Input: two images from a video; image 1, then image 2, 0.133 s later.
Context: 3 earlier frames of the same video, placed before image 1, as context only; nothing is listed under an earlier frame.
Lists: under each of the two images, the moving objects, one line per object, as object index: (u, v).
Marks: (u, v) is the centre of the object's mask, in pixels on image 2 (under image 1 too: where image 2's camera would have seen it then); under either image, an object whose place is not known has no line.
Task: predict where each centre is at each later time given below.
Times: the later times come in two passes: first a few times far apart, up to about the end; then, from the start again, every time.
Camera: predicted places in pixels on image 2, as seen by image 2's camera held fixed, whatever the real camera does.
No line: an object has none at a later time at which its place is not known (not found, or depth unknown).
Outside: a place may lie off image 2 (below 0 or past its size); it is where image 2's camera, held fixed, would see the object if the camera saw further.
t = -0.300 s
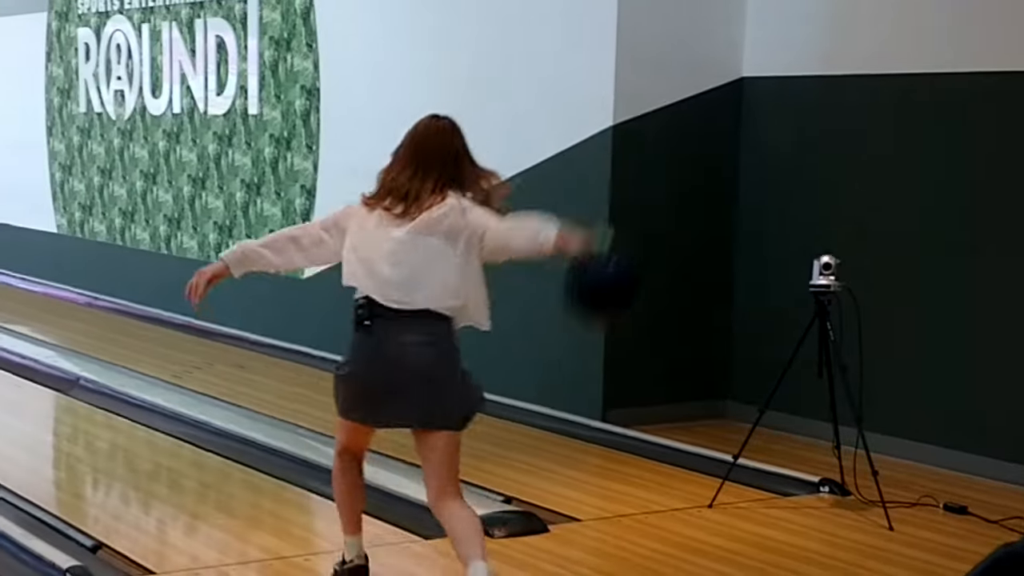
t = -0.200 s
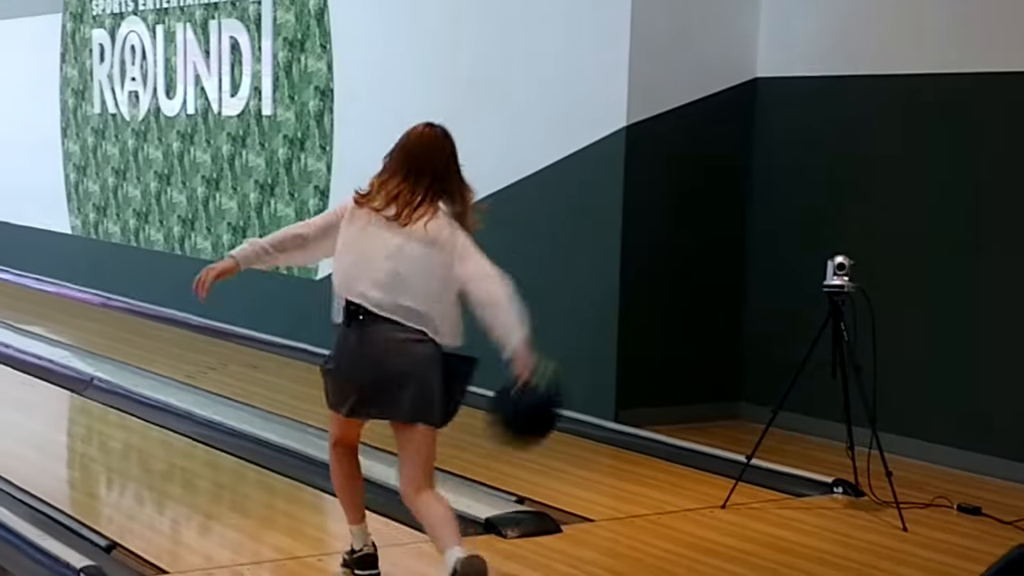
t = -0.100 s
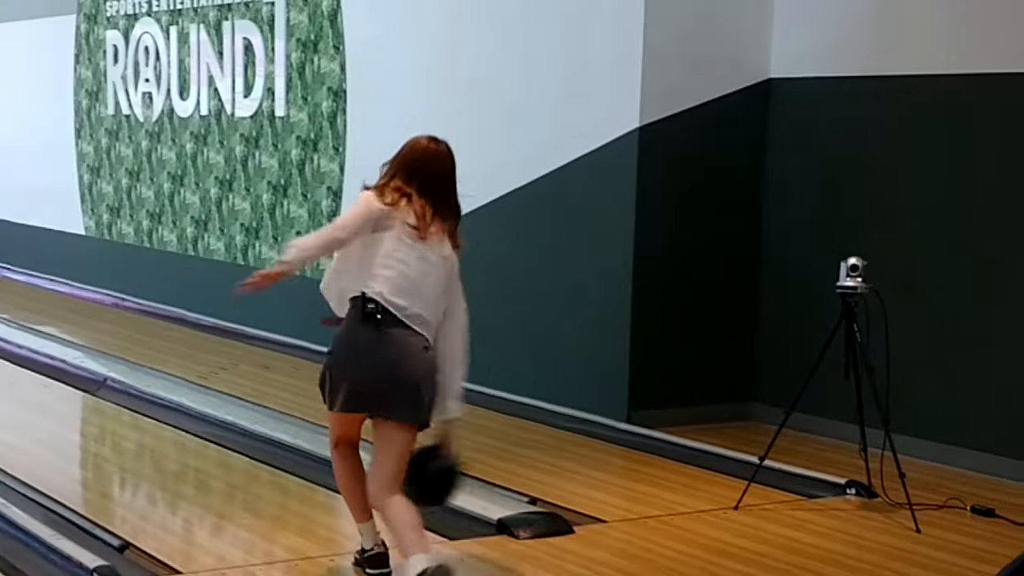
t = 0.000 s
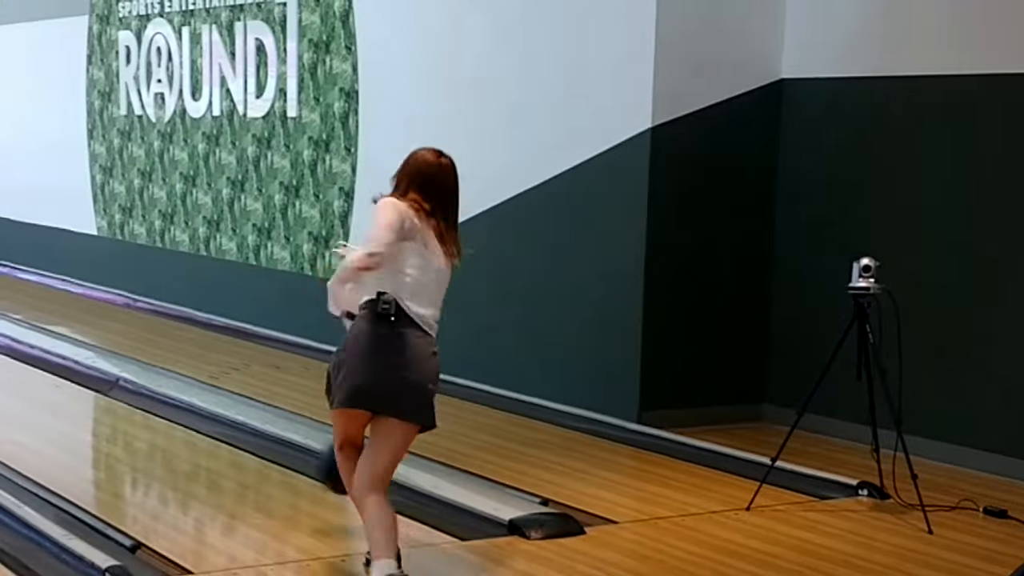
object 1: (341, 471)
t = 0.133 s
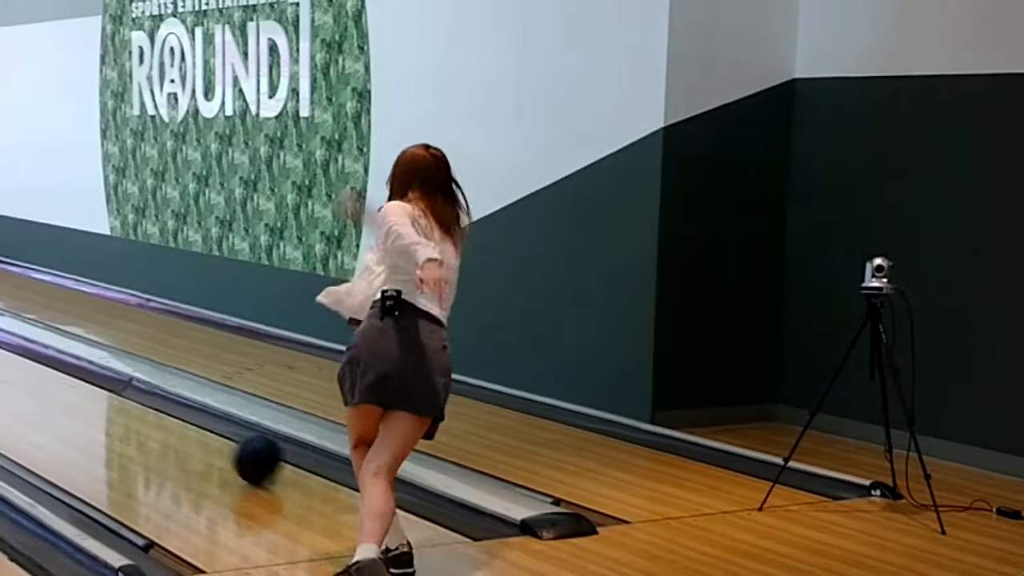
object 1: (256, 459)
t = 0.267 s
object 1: (176, 424)
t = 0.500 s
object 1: (67, 376)
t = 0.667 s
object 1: (7, 350)
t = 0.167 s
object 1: (235, 450)
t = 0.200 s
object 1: (214, 441)
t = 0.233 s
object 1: (194, 432)
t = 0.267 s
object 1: (176, 424)
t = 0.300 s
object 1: (159, 416)
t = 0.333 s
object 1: (141, 408)
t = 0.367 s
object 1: (126, 401)
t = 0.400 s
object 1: (110, 394)
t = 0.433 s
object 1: (95, 388)
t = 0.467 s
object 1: (82, 381)
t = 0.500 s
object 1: (67, 376)
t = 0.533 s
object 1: (55, 370)
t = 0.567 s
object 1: (42, 365)
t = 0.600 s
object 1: (30, 360)
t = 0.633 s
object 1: (18, 355)
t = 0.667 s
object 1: (7, 350)
